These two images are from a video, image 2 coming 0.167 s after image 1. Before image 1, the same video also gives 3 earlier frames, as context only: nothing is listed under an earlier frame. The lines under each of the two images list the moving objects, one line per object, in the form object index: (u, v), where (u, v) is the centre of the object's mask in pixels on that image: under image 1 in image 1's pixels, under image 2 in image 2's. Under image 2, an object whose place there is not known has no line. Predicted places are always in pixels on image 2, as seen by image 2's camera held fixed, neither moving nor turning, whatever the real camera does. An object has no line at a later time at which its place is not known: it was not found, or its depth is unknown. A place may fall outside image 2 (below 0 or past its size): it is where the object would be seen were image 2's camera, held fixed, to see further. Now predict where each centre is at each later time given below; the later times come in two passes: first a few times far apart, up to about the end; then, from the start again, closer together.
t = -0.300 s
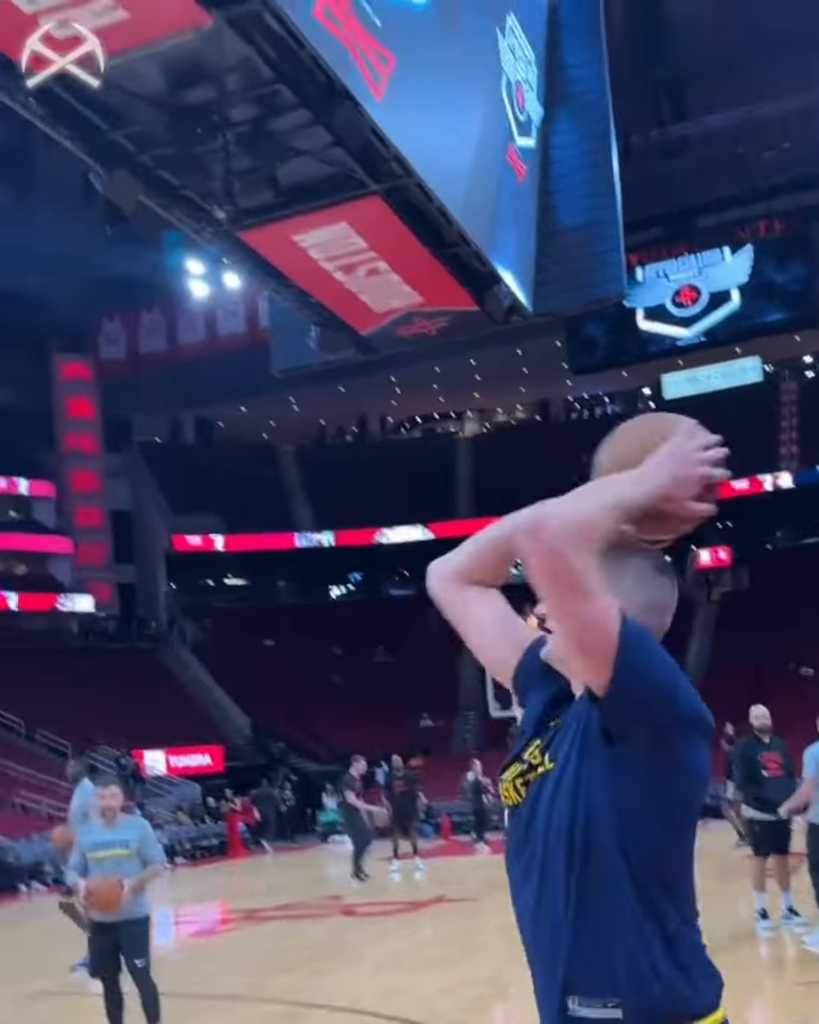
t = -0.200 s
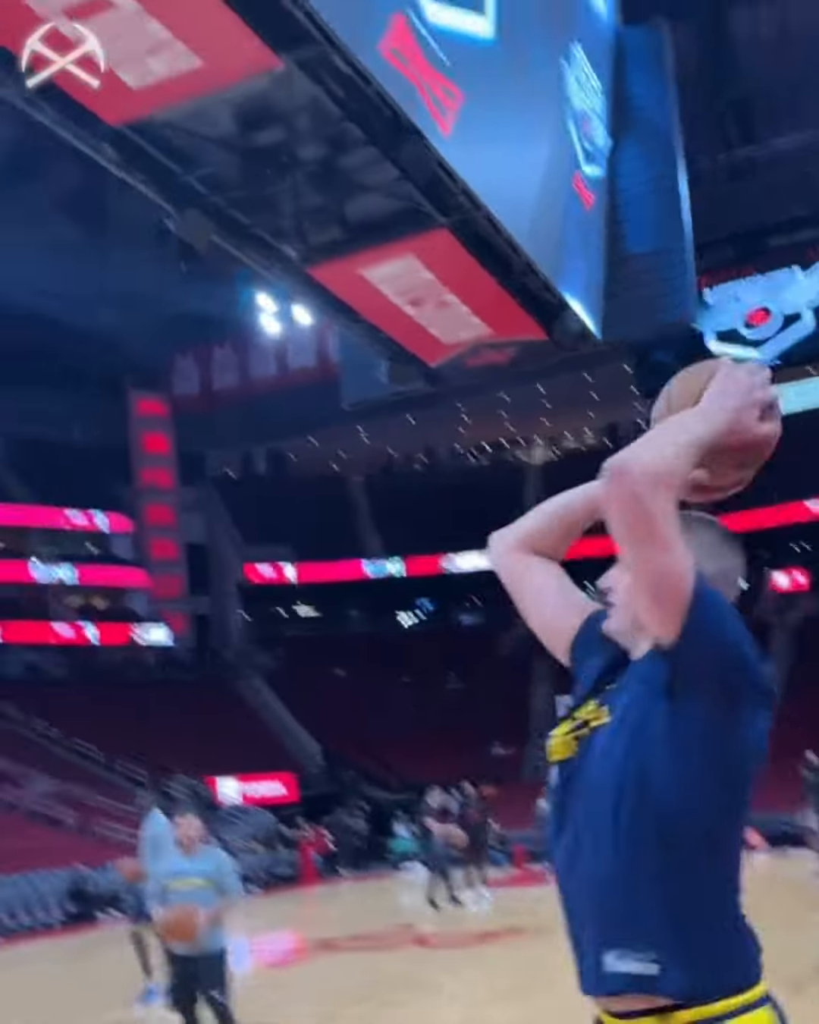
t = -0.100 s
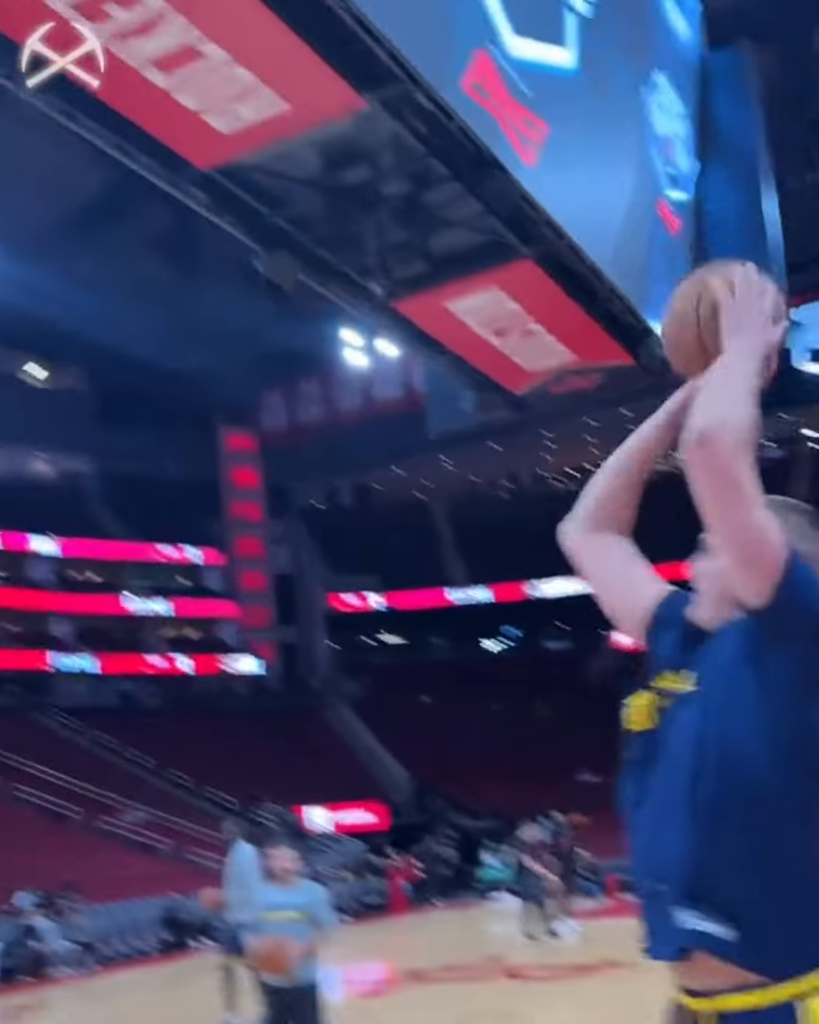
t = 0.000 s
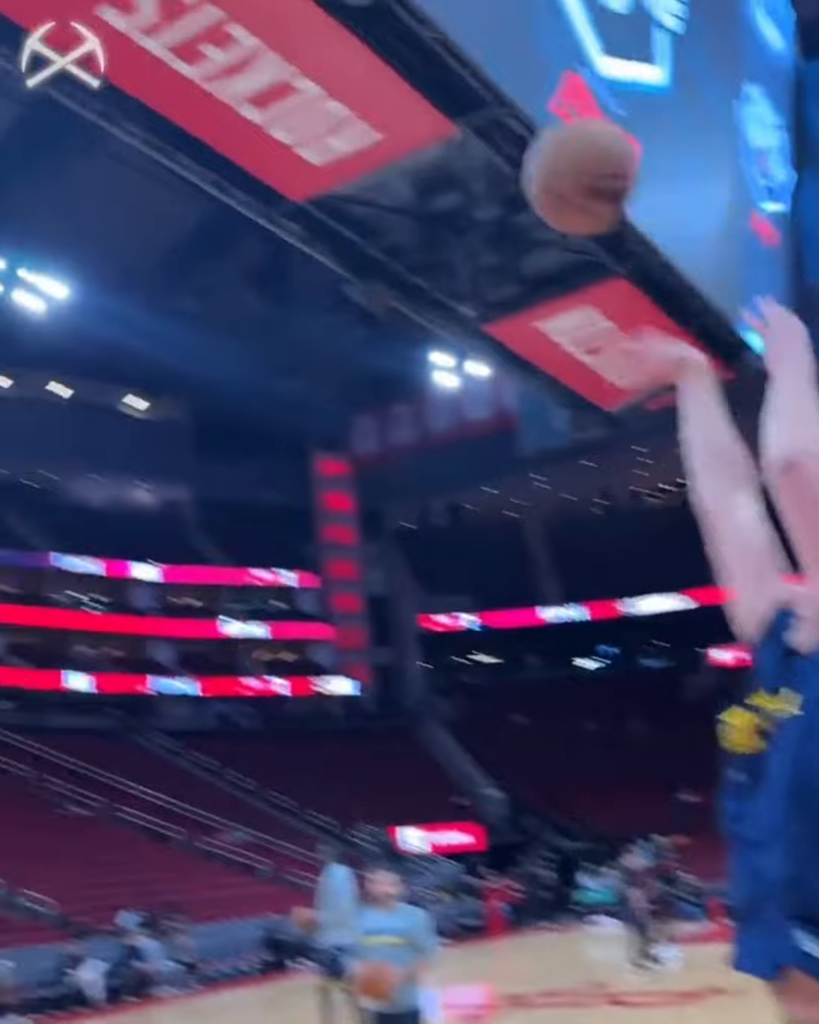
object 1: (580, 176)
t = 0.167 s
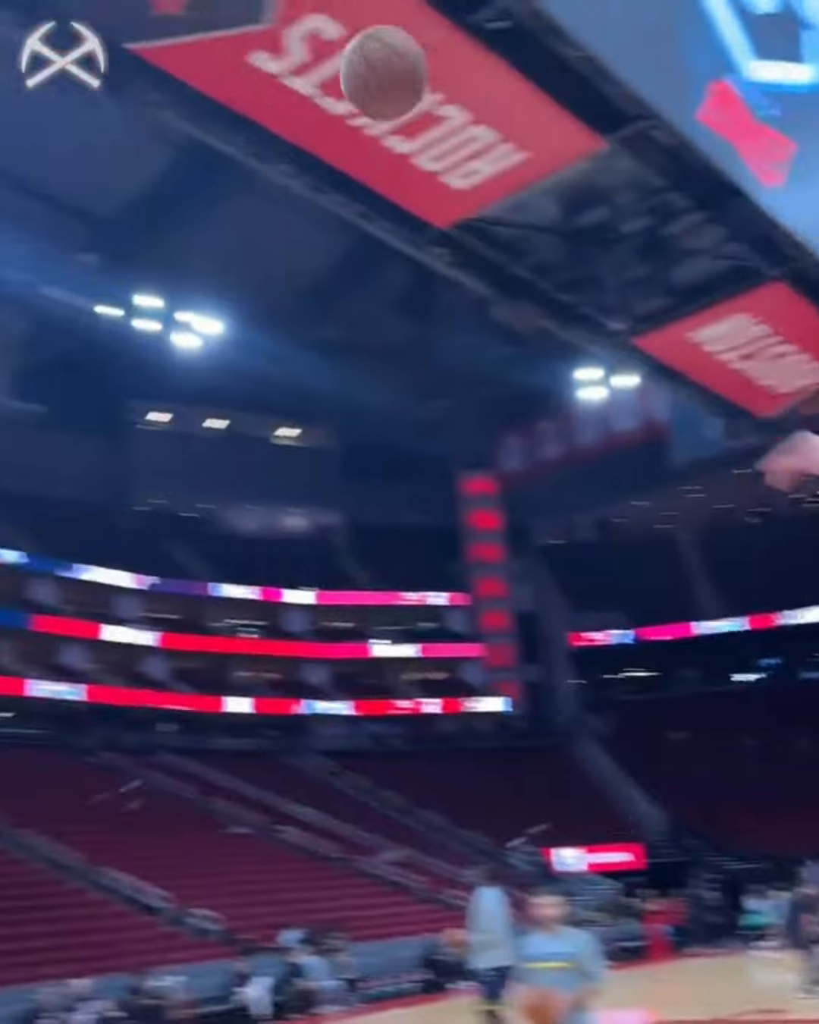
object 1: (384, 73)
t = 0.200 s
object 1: (332, 66)
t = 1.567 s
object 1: (-405, 975)
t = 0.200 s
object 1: (332, 66)
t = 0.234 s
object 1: (285, 62)
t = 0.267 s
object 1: (242, 62)
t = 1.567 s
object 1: (-405, 975)
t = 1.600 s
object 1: (-394, 1005)
